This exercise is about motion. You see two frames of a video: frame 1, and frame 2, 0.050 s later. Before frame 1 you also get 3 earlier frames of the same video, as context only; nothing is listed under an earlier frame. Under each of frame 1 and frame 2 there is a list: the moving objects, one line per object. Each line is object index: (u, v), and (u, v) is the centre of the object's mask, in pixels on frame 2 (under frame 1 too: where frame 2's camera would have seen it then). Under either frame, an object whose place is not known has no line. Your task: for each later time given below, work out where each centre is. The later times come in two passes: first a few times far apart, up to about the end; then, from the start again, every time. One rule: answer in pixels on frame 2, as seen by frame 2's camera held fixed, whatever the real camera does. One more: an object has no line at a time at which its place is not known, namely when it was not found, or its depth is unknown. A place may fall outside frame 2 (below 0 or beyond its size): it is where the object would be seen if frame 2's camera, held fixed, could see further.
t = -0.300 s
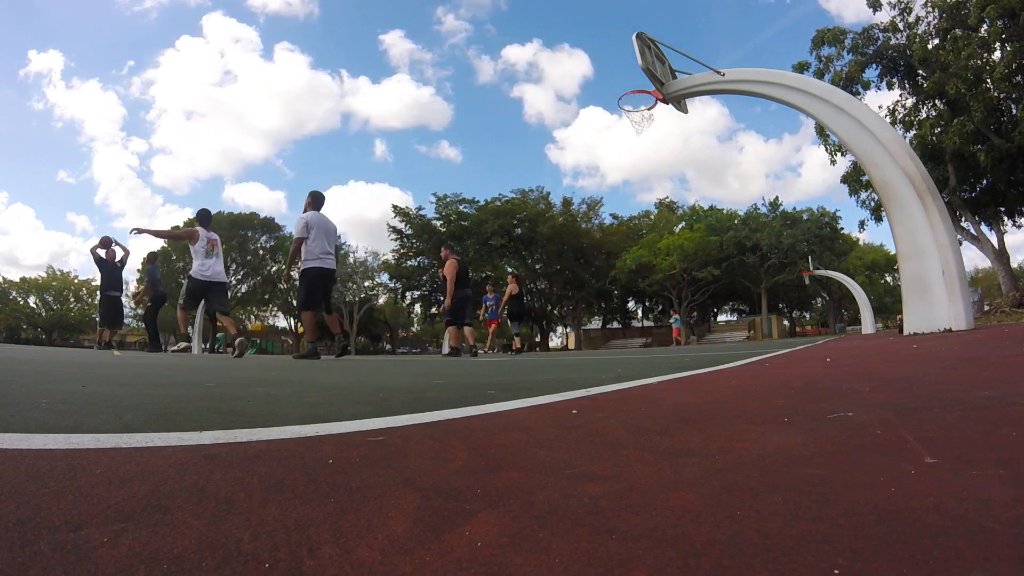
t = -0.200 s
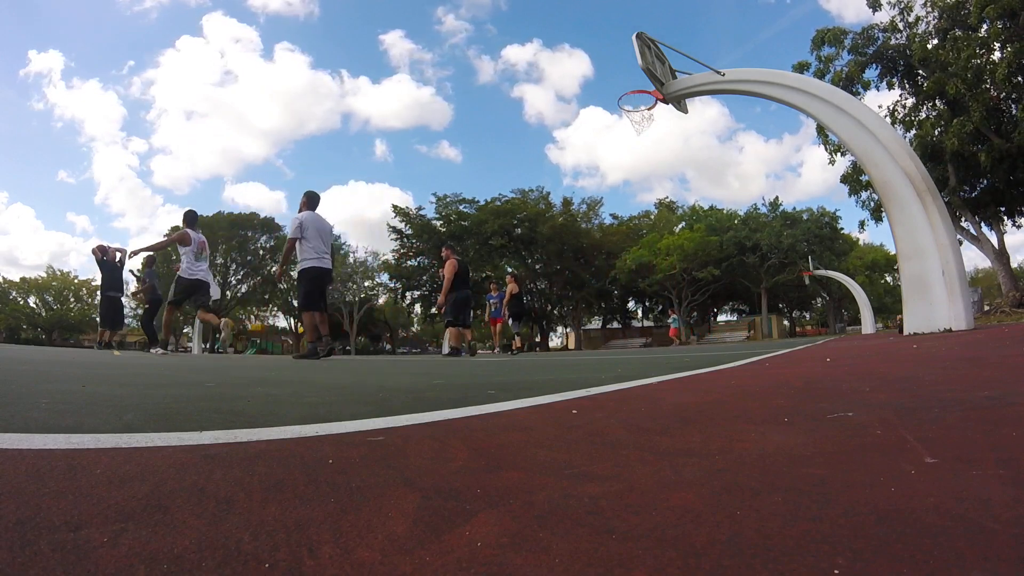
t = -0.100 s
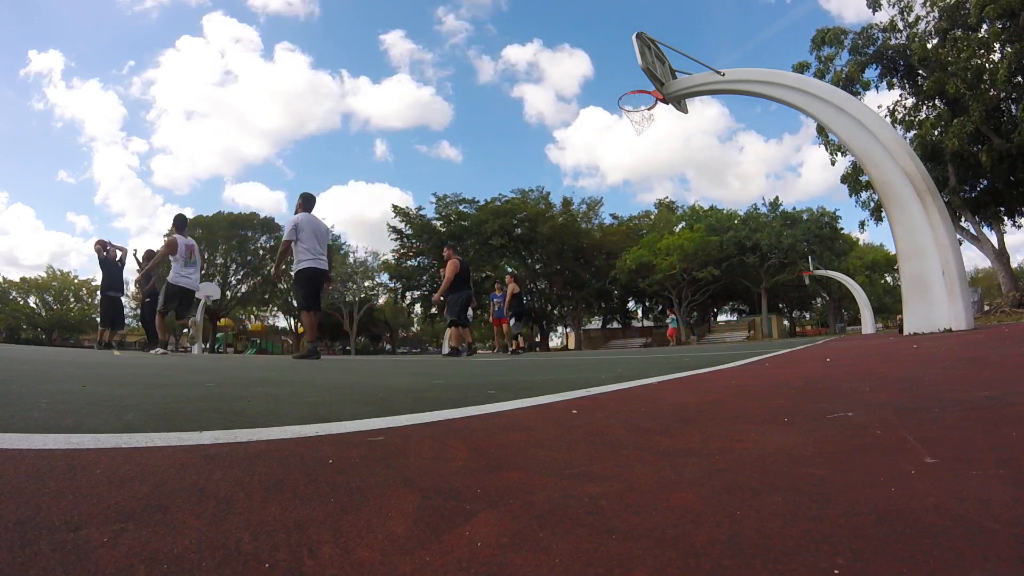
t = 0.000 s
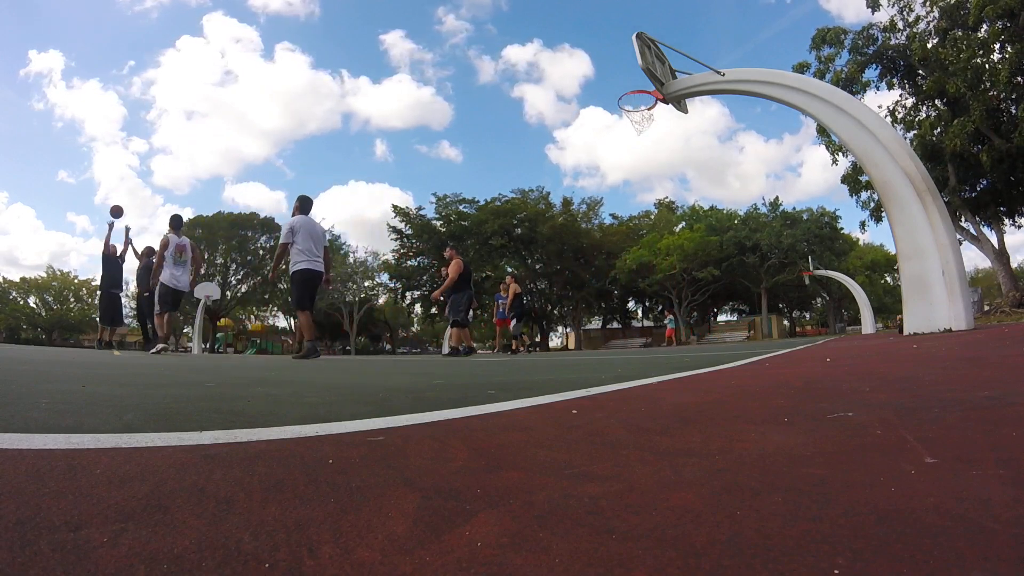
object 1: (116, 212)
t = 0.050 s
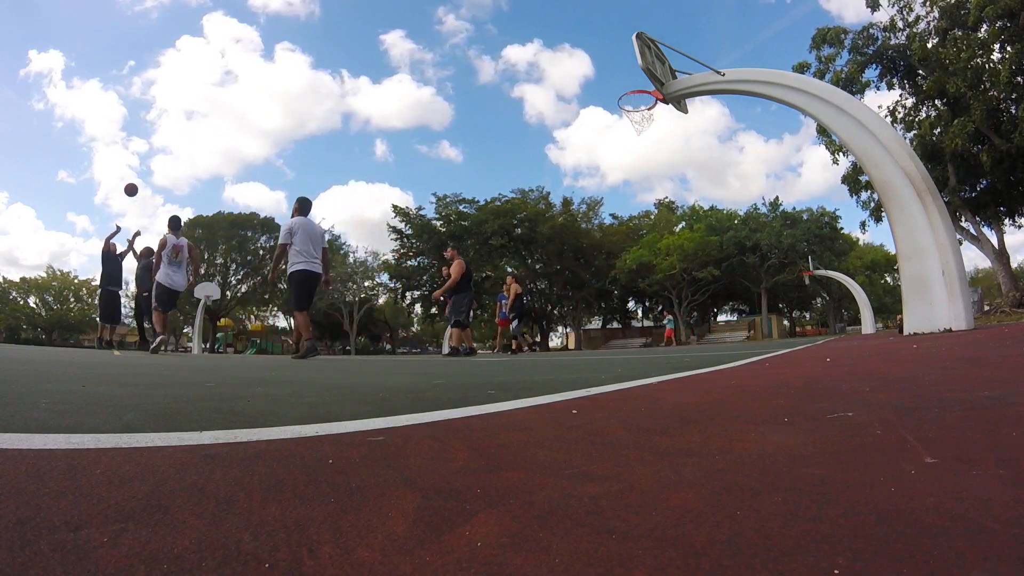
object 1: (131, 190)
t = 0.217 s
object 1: (184, 126)
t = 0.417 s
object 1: (252, 68)
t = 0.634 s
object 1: (331, 31)
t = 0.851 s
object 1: (416, 21)
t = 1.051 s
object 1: (502, 38)
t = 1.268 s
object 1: (609, 93)
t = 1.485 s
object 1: (569, 61)
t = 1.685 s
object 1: (529, 53)
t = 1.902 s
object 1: (486, 72)
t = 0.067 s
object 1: (136, 182)
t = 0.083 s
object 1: (141, 176)
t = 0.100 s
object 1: (146, 169)
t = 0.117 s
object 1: (151, 162)
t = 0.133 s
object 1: (157, 156)
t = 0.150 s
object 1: (162, 150)
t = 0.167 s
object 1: (167, 143)
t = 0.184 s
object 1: (173, 137)
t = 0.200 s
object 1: (178, 131)
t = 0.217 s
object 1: (184, 126)
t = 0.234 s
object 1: (189, 120)
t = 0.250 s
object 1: (195, 114)
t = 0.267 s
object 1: (200, 109)
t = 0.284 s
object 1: (206, 104)
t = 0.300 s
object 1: (212, 99)
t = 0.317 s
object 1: (217, 94)
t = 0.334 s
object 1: (223, 89)
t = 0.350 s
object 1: (229, 85)
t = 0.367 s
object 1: (234, 81)
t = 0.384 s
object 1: (240, 76)
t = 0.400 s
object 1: (246, 72)
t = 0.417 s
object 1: (252, 68)
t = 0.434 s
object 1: (258, 64)
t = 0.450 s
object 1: (264, 61)
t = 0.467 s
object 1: (270, 57)
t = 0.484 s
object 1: (276, 54)
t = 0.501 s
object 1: (282, 51)
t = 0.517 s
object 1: (288, 48)
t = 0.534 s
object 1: (294, 45)
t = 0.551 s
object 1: (300, 42)
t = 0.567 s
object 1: (307, 40)
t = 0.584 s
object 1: (313, 37)
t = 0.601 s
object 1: (319, 35)
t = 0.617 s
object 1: (325, 33)
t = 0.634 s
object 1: (331, 31)
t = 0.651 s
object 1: (338, 29)
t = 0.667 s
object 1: (344, 28)
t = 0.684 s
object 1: (350, 26)
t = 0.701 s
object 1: (356, 25)
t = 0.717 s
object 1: (363, 24)
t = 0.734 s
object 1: (370, 23)
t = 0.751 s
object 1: (376, 22)
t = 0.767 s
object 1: (382, 22)
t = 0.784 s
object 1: (389, 21)
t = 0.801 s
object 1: (396, 21)
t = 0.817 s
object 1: (402, 21)
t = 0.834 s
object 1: (409, 21)
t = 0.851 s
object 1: (416, 21)
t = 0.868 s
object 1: (423, 21)
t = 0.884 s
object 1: (430, 22)
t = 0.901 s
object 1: (436, 22)
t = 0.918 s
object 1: (444, 23)
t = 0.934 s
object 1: (451, 24)
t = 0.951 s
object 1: (458, 26)
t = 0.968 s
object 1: (465, 27)
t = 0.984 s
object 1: (472, 29)
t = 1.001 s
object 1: (480, 31)
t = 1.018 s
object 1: (487, 33)
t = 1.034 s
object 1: (495, 35)
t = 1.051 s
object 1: (502, 38)
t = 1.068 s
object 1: (510, 41)
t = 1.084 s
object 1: (518, 43)
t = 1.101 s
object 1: (526, 46)
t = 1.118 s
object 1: (534, 50)
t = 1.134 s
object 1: (542, 54)
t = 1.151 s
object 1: (550, 58)
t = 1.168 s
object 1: (558, 62)
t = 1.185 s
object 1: (566, 66)
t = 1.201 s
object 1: (574, 71)
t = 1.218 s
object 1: (583, 76)
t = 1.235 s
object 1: (592, 82)
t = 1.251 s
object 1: (600, 87)
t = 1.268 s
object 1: (609, 93)
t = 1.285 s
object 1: (613, 96)
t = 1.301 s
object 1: (609, 92)
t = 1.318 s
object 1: (606, 89)
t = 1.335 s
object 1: (602, 85)
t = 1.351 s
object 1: (598, 82)
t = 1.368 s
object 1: (594, 78)
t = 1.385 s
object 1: (590, 75)
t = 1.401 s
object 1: (587, 73)
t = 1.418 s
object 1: (583, 70)
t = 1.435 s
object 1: (580, 68)
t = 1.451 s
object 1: (576, 65)
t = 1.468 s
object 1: (572, 63)
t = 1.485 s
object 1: (569, 61)
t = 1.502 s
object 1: (565, 60)
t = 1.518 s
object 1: (562, 58)
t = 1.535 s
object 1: (558, 57)
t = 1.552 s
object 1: (555, 56)
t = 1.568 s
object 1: (552, 55)
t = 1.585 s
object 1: (548, 54)
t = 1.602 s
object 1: (545, 53)
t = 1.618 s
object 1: (542, 53)
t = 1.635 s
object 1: (538, 53)
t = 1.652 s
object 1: (535, 52)
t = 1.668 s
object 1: (532, 52)
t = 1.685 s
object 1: (529, 53)
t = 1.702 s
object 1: (525, 53)
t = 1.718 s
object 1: (522, 54)
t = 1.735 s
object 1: (518, 54)
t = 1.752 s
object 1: (515, 55)
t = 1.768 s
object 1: (512, 57)
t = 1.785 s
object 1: (509, 58)
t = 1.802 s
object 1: (505, 59)
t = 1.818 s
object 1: (502, 61)
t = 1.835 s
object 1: (499, 63)
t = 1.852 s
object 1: (496, 65)
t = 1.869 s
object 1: (492, 67)
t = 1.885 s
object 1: (489, 69)
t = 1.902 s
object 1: (486, 72)
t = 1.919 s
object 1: (483, 75)
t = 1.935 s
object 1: (479, 78)
